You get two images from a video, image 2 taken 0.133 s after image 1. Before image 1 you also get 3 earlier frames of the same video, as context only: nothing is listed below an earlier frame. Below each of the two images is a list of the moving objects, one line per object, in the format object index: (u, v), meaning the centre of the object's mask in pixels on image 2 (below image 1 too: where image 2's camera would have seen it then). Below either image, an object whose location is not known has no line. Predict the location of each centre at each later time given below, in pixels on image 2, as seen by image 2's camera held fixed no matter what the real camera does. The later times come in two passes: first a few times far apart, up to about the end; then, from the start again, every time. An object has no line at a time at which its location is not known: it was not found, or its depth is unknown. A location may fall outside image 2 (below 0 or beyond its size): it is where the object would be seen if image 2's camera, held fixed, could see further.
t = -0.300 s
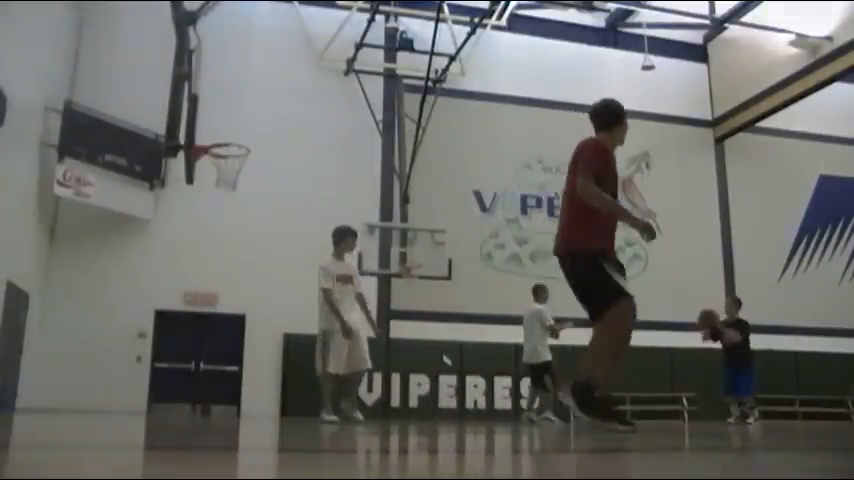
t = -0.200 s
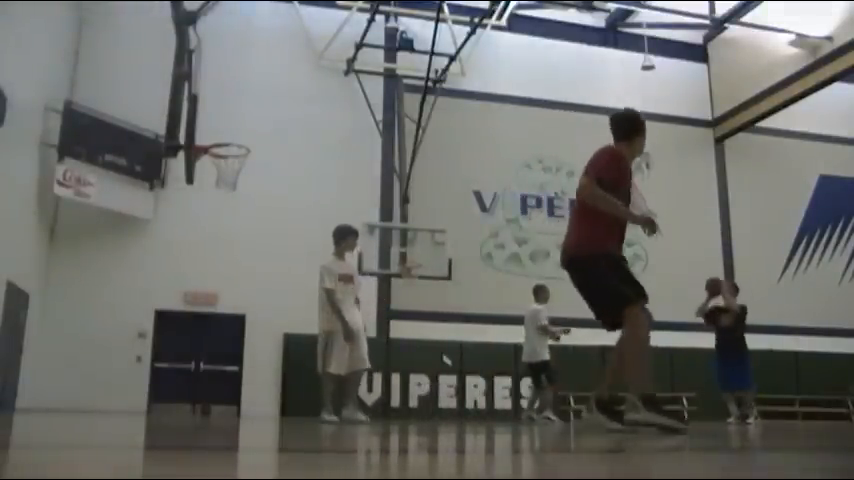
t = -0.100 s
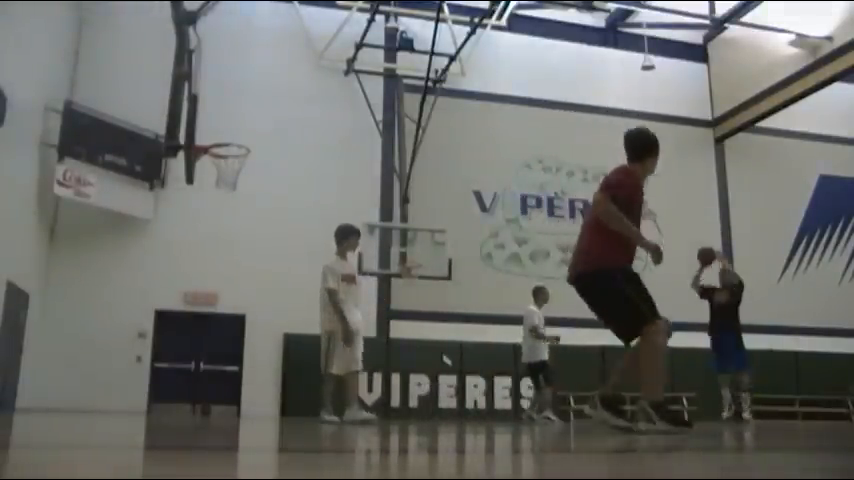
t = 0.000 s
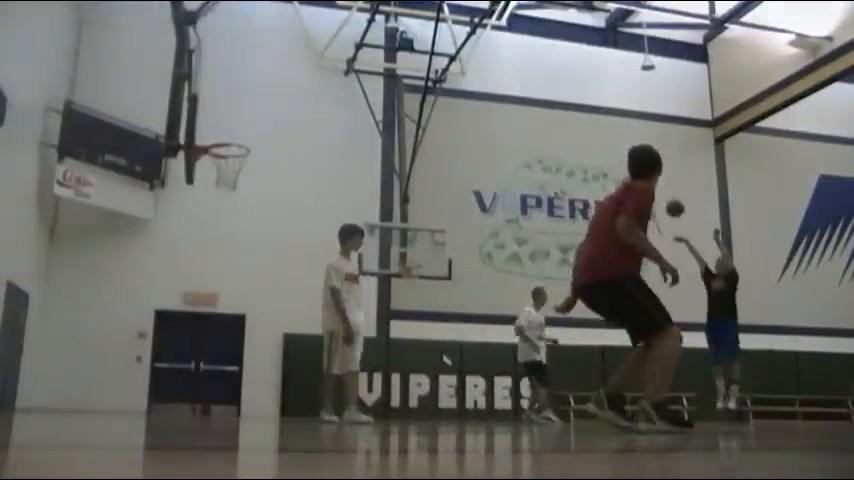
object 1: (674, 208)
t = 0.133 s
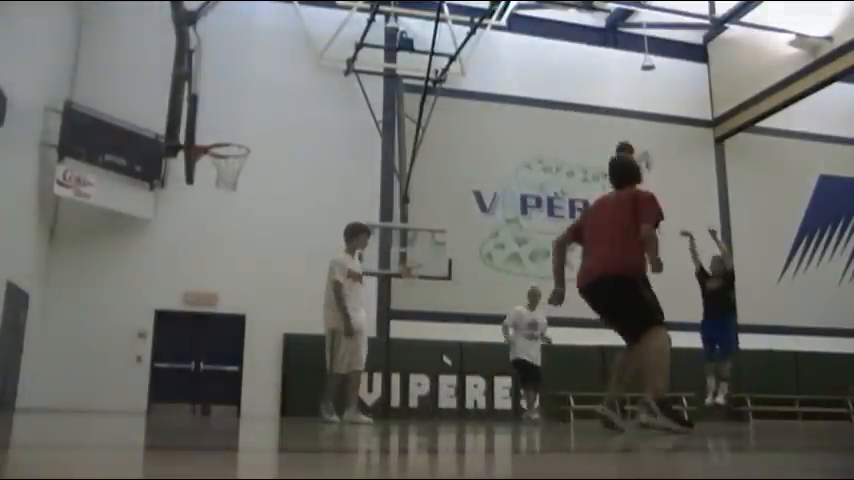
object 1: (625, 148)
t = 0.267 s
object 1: (575, 106)
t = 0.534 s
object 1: (478, 57)
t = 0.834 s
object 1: (369, 63)
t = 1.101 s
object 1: (264, 124)
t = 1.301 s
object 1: (206, 167)
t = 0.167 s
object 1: (612, 138)
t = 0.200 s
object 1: (599, 126)
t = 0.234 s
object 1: (587, 117)
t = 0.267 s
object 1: (575, 106)
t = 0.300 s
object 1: (563, 97)
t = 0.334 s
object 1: (551, 89)
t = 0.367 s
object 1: (539, 81)
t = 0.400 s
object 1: (527, 75)
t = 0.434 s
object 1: (514, 69)
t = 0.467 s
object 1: (502, 64)
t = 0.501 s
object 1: (490, 60)
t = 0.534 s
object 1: (478, 57)
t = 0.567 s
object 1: (466, 55)
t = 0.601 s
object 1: (454, 53)
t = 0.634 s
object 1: (442, 51)
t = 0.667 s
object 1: (429, 52)
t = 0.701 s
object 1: (417, 52)
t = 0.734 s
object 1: (406, 55)
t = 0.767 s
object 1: (393, 56)
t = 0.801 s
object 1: (380, 59)
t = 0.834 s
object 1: (369, 63)
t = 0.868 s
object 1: (355, 68)
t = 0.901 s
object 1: (343, 73)
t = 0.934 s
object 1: (330, 79)
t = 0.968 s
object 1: (317, 86)
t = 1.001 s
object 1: (304, 94)
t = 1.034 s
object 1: (291, 103)
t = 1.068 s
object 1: (277, 113)
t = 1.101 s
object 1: (264, 124)
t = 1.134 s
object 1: (250, 136)
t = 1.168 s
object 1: (237, 149)
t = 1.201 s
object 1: (222, 163)
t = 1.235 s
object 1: (212, 170)
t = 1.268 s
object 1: (208, 170)
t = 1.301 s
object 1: (206, 167)
